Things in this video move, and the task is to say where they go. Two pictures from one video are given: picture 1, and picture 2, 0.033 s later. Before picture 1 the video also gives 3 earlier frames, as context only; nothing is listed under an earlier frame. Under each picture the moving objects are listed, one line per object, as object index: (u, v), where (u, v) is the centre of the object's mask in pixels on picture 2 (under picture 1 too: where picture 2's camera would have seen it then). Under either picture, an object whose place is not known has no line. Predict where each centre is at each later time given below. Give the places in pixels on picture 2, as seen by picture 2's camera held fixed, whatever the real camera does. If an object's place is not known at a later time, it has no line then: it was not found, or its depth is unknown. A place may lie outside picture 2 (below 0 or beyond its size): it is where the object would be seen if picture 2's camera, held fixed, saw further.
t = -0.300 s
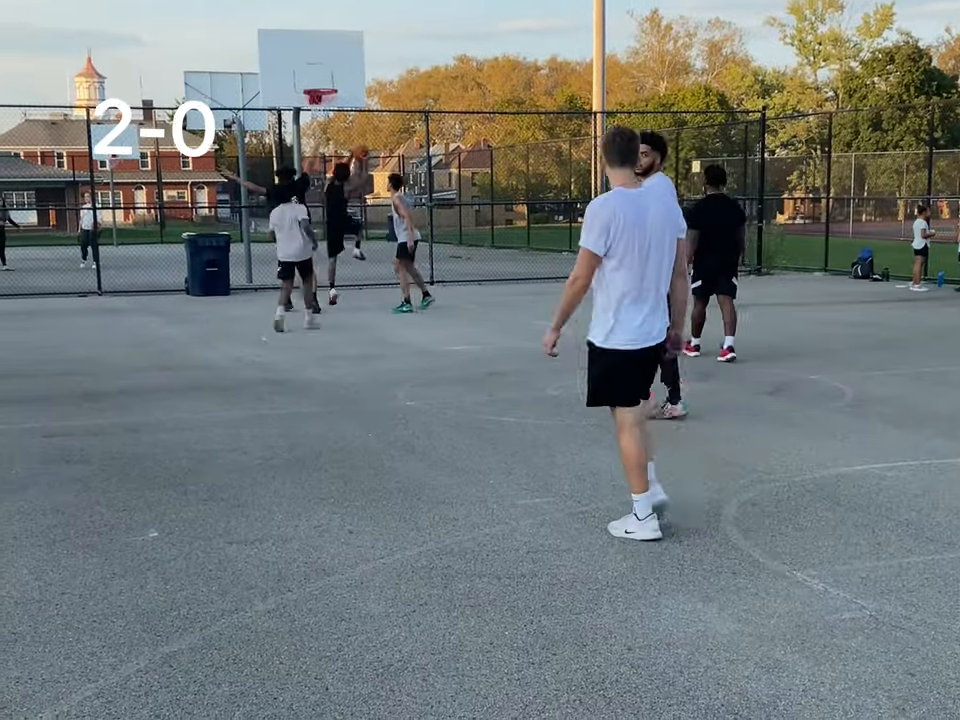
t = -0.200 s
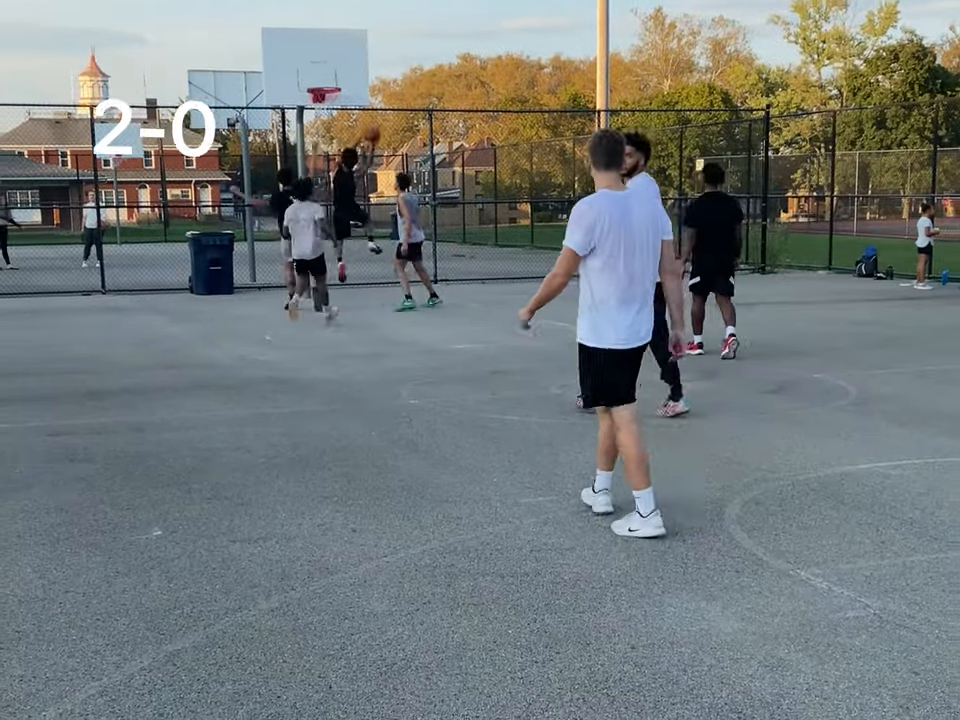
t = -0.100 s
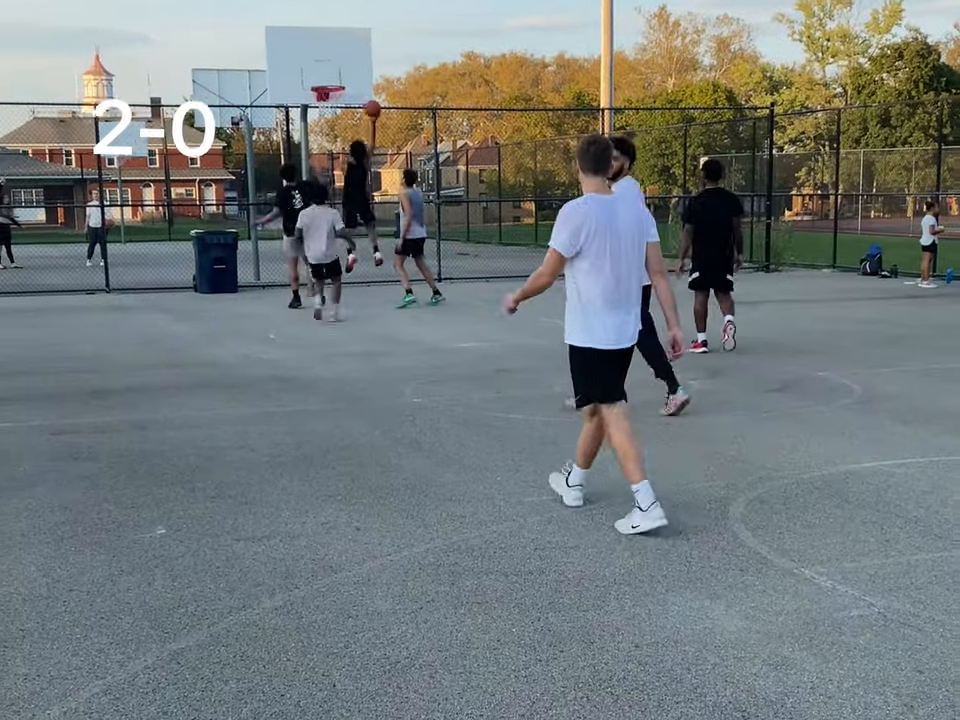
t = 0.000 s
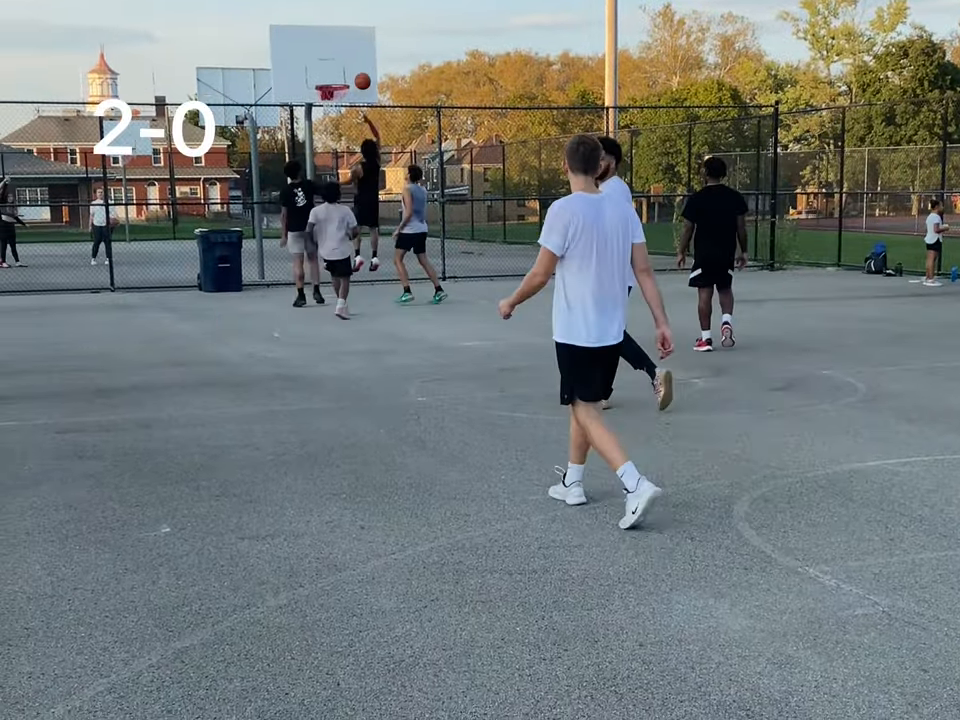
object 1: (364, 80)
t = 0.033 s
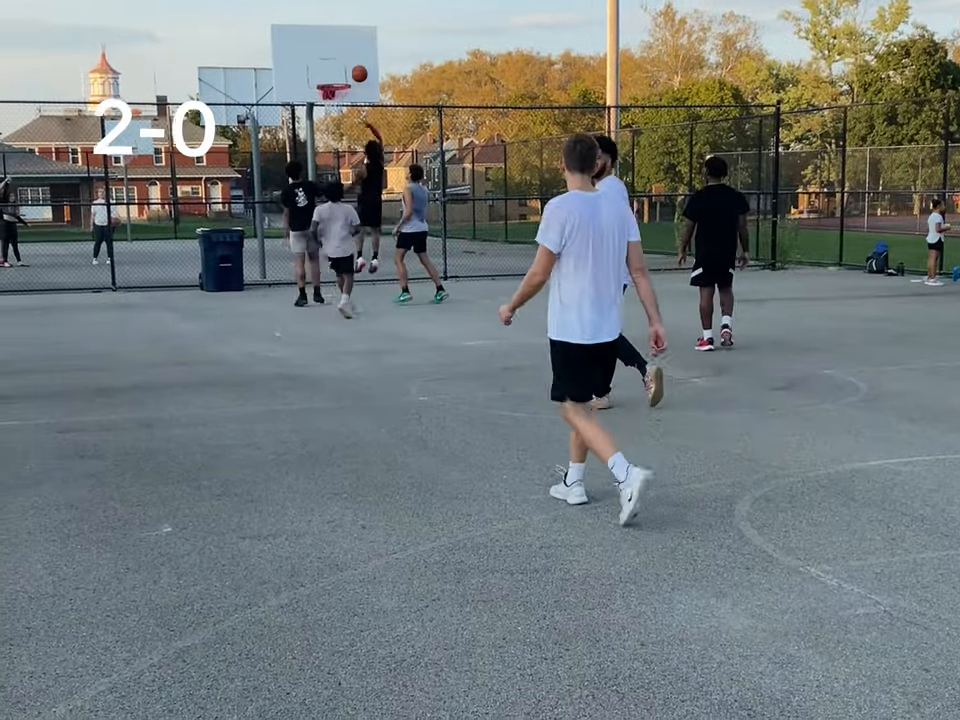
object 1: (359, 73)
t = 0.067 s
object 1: (354, 67)
